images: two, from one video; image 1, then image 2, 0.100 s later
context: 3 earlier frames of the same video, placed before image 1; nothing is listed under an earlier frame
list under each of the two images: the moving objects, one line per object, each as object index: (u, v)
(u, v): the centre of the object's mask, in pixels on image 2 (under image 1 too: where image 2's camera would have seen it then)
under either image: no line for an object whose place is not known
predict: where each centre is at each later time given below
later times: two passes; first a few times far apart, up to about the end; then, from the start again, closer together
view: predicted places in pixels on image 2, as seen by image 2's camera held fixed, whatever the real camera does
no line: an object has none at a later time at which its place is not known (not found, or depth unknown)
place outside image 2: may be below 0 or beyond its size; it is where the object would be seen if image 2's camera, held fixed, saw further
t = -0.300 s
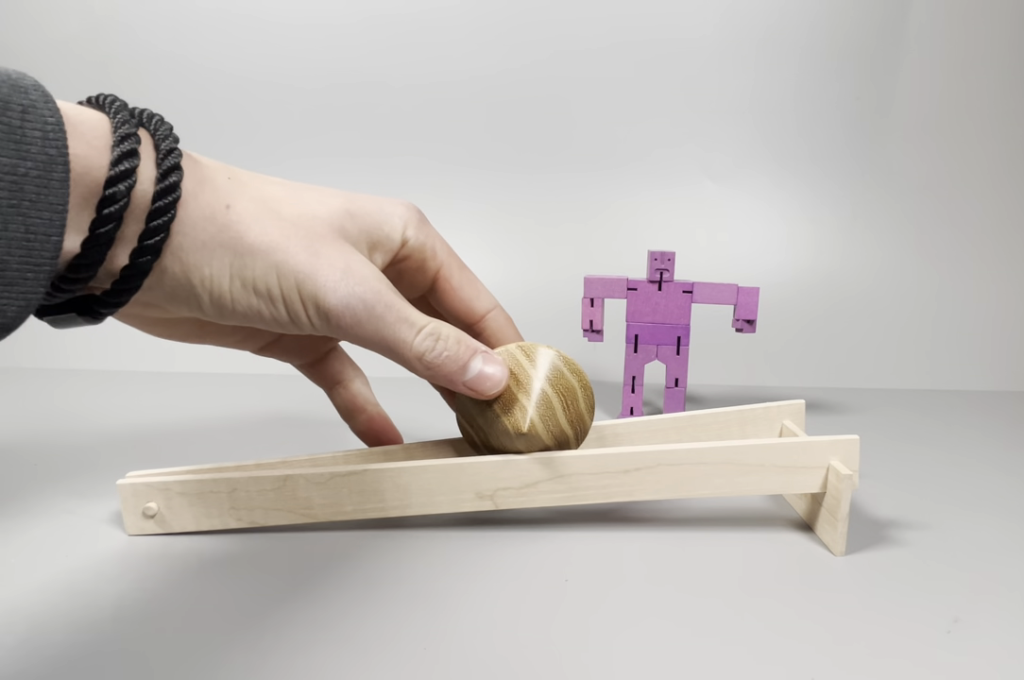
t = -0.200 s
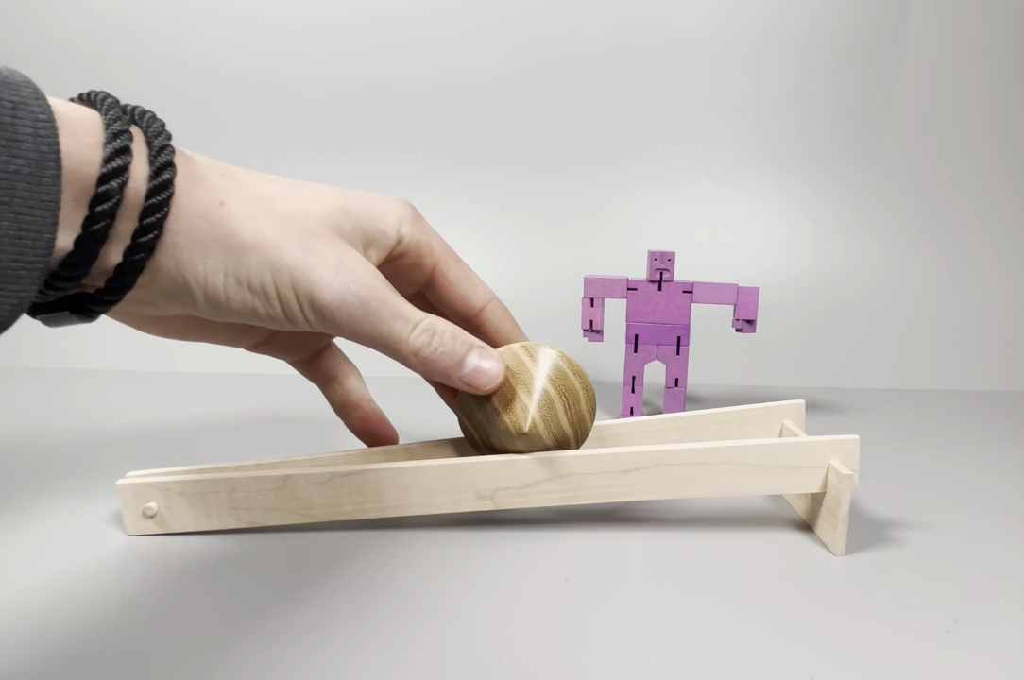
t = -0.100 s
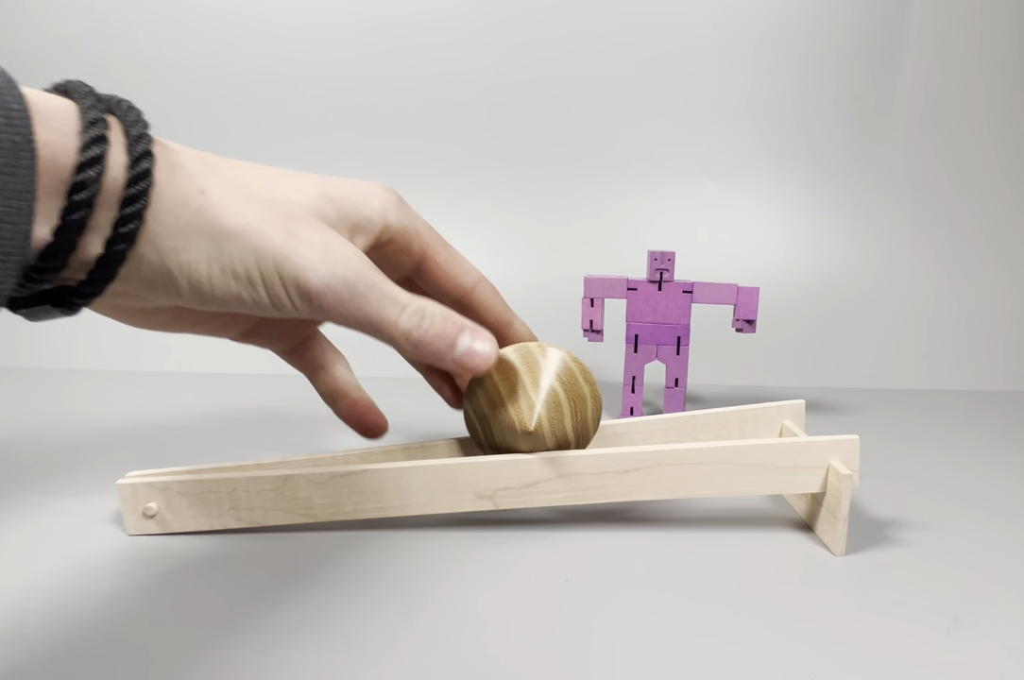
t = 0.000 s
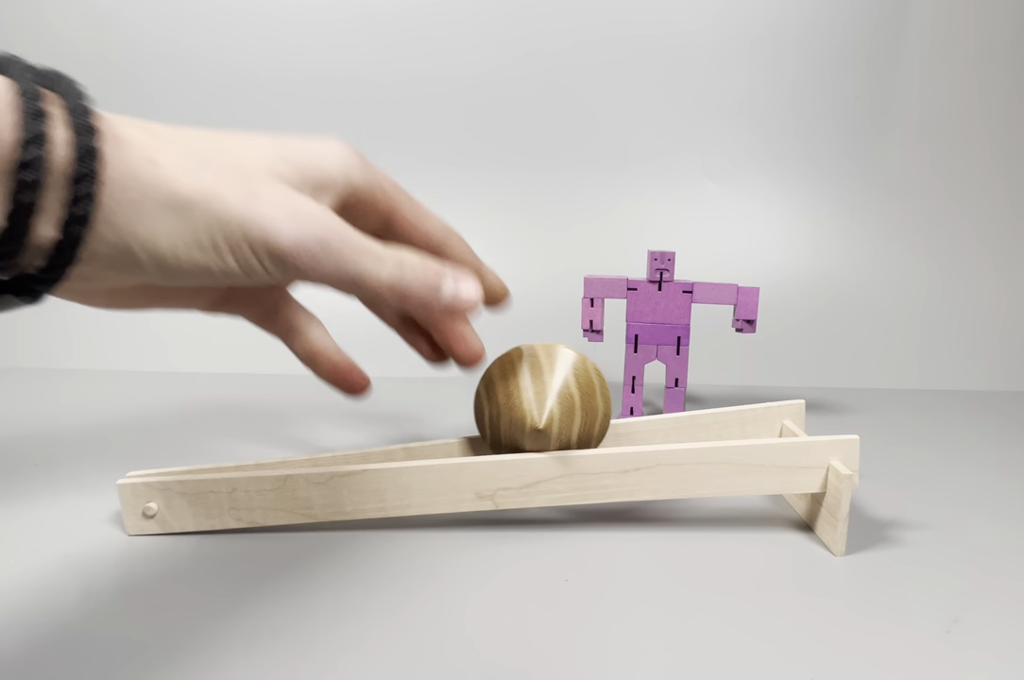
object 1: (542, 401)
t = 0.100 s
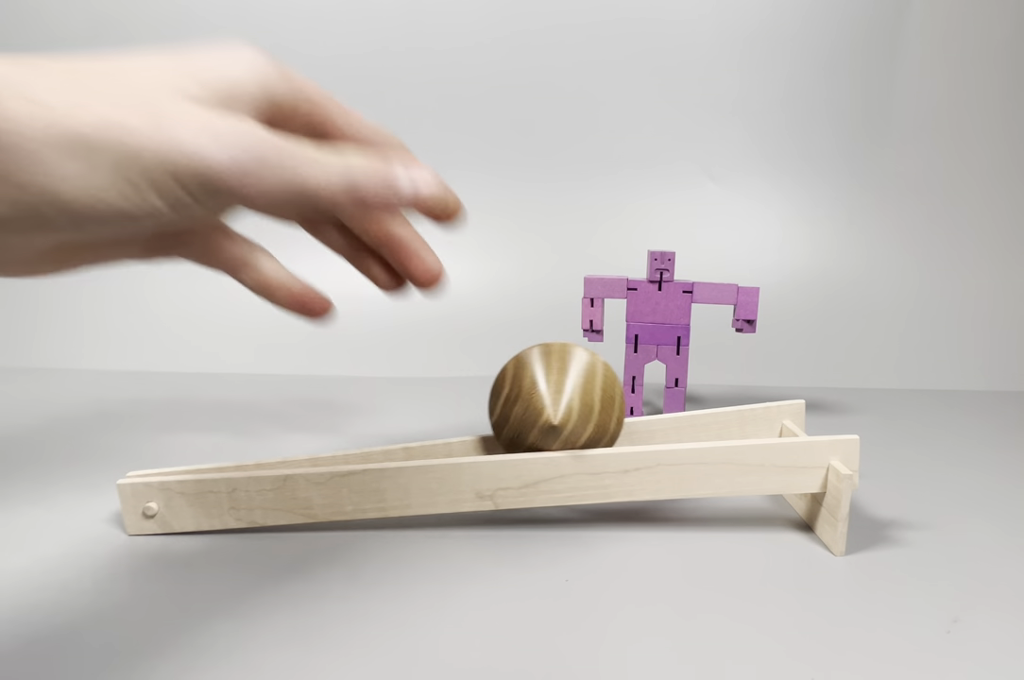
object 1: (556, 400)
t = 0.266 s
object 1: (583, 400)
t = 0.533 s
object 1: (630, 399)
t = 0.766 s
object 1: (676, 398)
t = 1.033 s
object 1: (727, 398)
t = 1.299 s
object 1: (748, 398)
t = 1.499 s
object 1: (748, 398)
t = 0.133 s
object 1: (561, 400)
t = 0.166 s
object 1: (567, 400)
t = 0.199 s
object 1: (572, 400)
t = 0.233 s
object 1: (578, 400)
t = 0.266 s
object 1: (583, 400)
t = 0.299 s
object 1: (589, 399)
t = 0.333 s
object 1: (594, 399)
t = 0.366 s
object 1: (600, 399)
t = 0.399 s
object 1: (606, 399)
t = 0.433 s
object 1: (611, 399)
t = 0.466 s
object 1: (617, 399)
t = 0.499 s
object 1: (623, 399)
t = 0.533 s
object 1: (630, 399)
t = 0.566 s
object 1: (636, 399)
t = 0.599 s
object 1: (643, 399)
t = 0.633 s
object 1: (649, 399)
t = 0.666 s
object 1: (656, 399)
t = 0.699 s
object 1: (662, 399)
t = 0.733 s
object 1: (669, 399)
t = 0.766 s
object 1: (676, 398)
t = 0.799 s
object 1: (683, 398)
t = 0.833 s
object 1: (689, 399)
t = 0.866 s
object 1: (696, 399)
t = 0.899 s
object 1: (703, 399)
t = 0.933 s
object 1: (709, 399)
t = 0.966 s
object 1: (715, 398)
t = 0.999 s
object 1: (721, 398)
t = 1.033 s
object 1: (727, 398)
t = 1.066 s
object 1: (732, 398)
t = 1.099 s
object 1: (737, 398)
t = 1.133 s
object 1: (742, 398)
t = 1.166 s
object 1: (747, 398)
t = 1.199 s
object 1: (748, 398)
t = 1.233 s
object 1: (748, 398)
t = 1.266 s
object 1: (748, 398)
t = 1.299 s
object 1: (748, 398)
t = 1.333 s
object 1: (748, 398)
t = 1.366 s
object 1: (748, 398)
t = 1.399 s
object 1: (748, 398)
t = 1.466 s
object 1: (748, 398)
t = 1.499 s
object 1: (748, 398)
